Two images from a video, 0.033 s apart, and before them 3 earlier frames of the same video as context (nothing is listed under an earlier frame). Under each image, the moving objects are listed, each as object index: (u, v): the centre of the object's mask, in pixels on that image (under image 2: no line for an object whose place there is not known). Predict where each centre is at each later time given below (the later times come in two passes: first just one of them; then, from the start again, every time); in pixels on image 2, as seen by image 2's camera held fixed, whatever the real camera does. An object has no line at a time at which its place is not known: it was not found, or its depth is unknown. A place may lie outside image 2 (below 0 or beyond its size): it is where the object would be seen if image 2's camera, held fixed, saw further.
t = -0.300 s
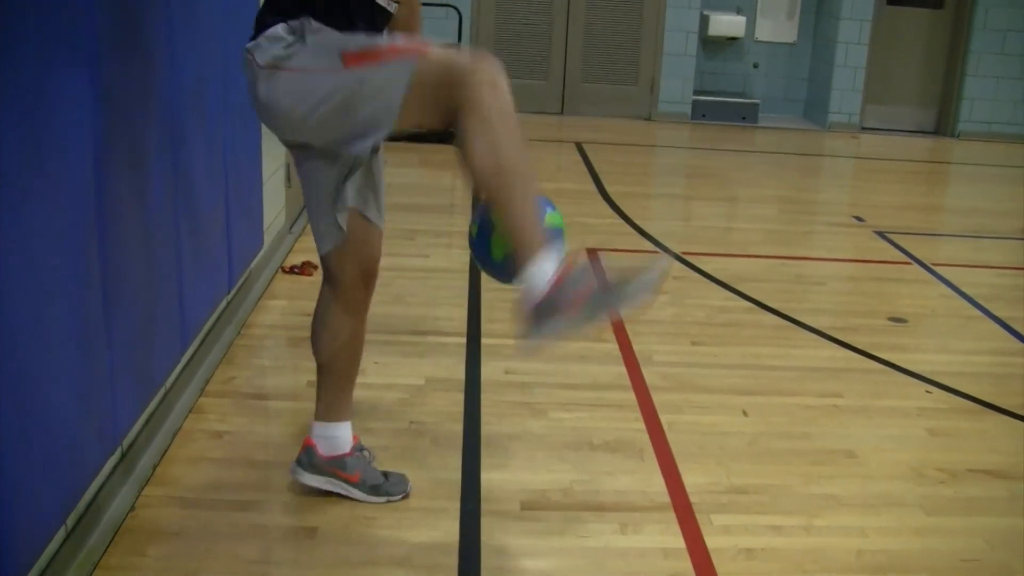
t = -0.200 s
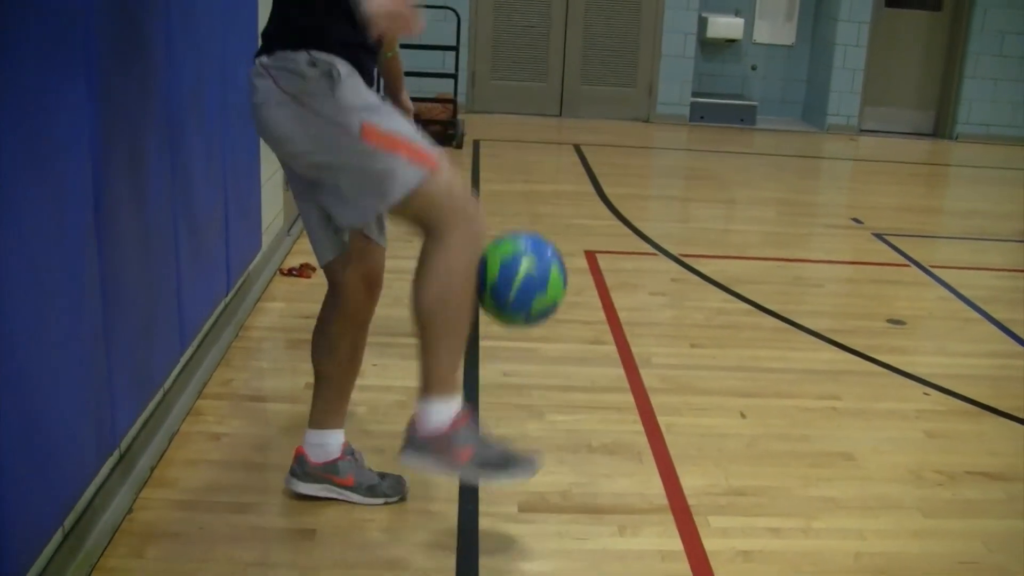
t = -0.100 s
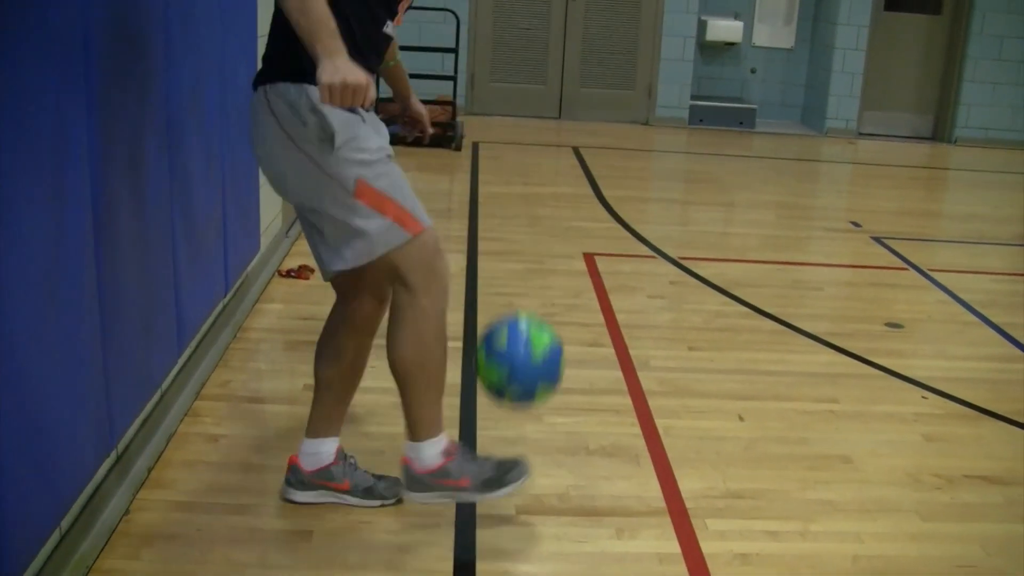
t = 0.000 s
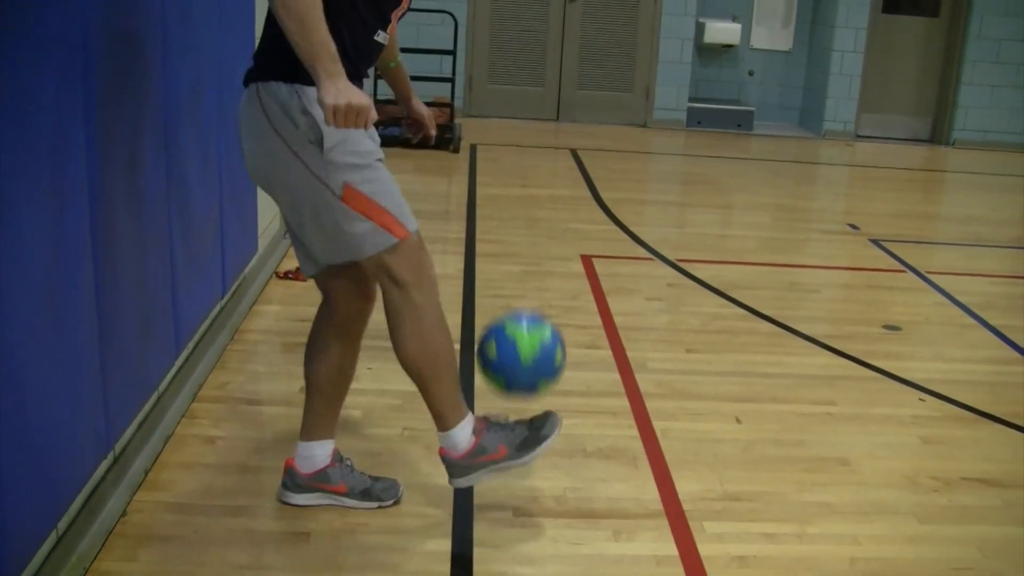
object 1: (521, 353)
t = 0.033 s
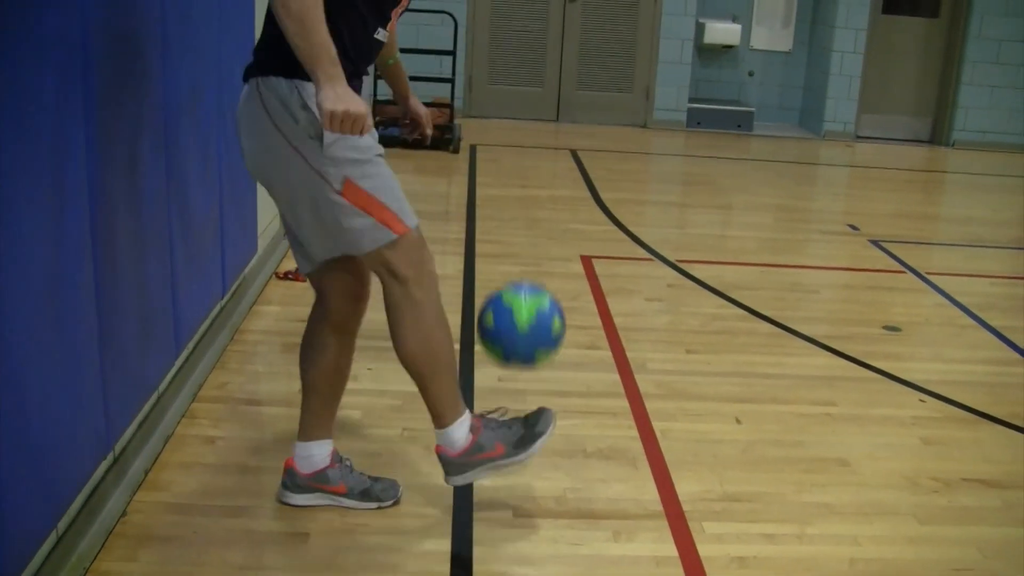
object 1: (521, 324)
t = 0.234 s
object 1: (518, 241)
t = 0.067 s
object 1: (521, 300)
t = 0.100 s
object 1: (521, 280)
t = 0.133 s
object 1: (521, 264)
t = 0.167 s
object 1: (520, 252)
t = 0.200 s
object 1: (519, 244)
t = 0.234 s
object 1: (518, 241)
